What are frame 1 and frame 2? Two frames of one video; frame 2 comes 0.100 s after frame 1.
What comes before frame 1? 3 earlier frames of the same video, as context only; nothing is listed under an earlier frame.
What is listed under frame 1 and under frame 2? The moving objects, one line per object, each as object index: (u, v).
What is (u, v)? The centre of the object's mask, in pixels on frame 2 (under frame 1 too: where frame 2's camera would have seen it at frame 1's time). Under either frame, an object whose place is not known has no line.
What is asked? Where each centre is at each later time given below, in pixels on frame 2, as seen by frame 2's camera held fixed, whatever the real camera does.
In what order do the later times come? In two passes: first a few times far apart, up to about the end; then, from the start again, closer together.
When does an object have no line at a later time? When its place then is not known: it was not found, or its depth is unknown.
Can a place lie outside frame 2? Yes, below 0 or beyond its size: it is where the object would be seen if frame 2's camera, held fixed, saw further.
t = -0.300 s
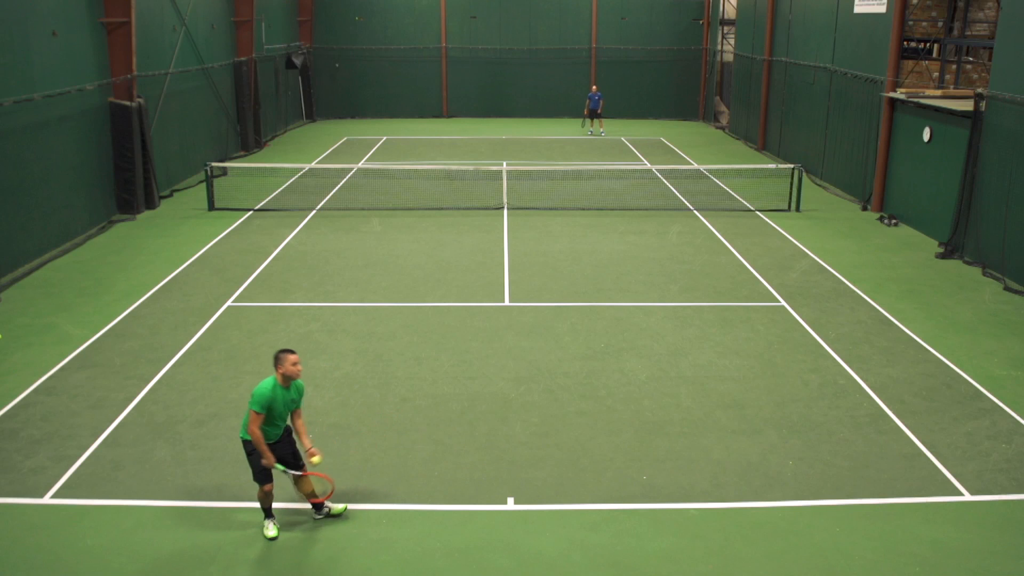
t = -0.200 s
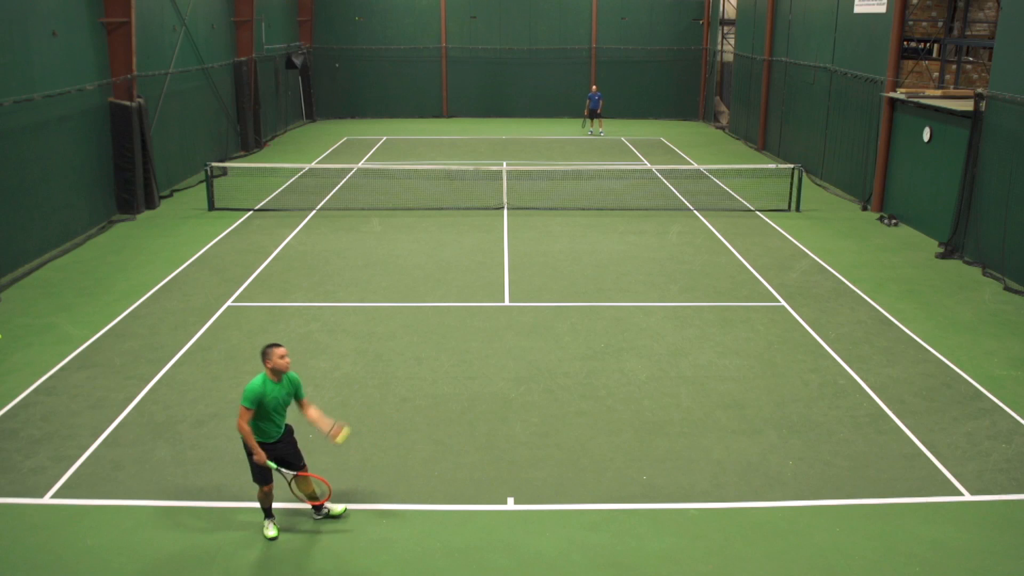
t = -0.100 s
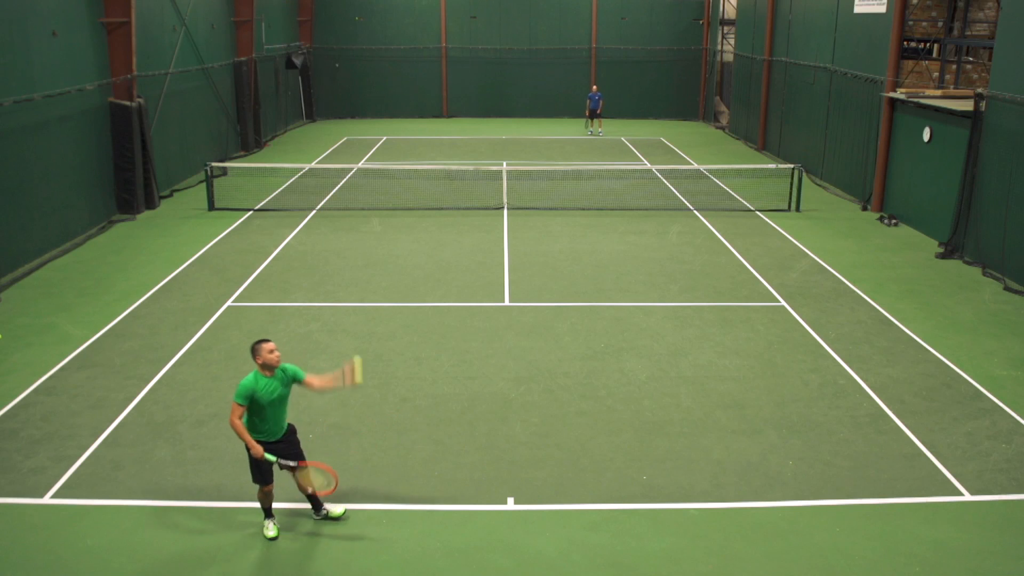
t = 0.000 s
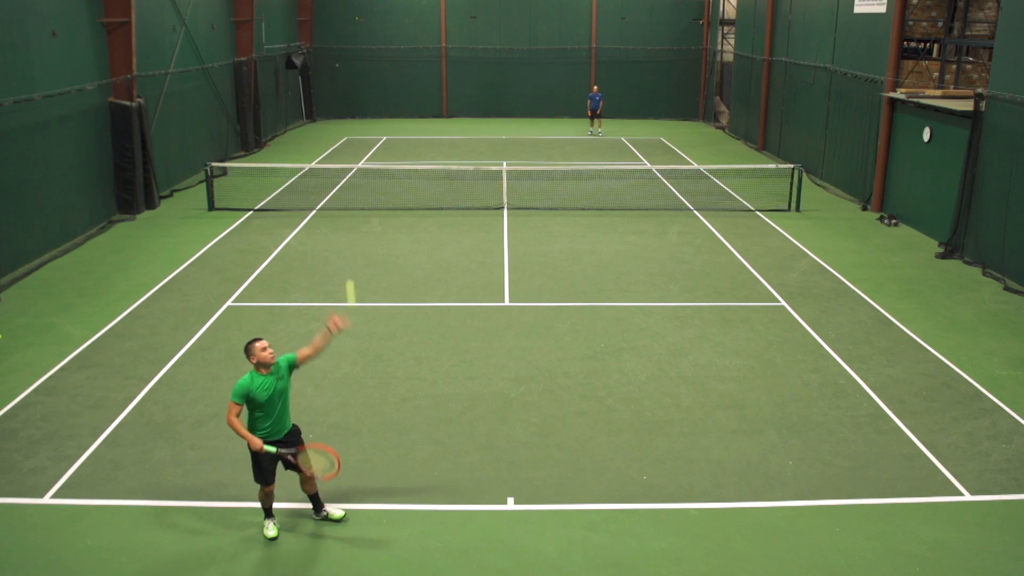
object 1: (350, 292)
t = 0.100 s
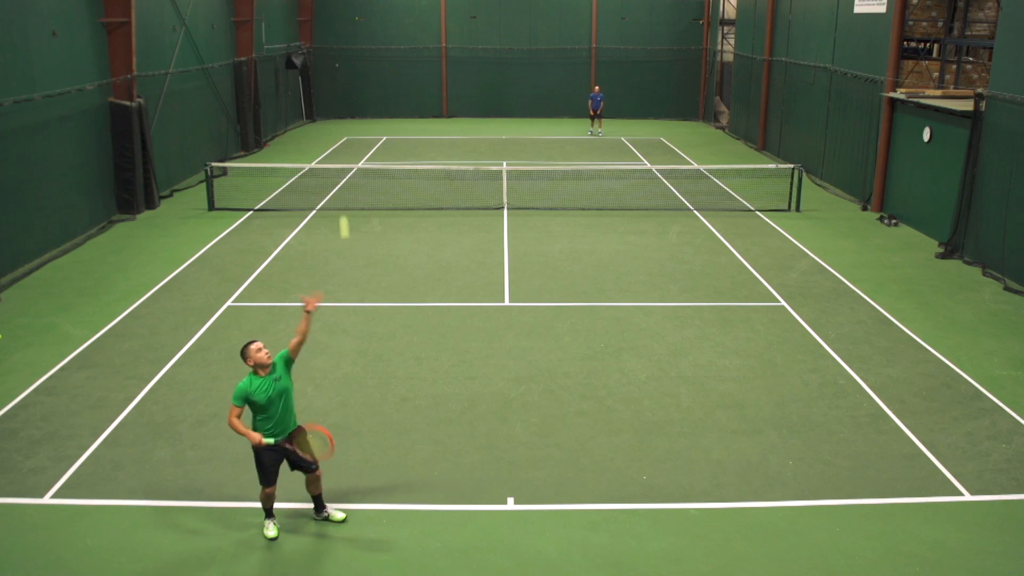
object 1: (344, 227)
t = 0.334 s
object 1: (332, 122)
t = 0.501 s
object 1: (327, 93)
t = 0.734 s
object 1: (323, 111)
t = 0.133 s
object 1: (342, 208)
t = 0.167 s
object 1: (340, 190)
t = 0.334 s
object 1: (332, 122)
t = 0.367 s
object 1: (331, 113)
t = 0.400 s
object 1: (330, 106)
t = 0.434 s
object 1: (329, 100)
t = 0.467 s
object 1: (328, 95)
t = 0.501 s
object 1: (327, 93)
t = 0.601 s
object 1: (325, 92)
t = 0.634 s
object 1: (324, 95)
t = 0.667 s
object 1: (324, 99)
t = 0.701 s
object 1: (323, 104)
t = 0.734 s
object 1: (323, 111)
